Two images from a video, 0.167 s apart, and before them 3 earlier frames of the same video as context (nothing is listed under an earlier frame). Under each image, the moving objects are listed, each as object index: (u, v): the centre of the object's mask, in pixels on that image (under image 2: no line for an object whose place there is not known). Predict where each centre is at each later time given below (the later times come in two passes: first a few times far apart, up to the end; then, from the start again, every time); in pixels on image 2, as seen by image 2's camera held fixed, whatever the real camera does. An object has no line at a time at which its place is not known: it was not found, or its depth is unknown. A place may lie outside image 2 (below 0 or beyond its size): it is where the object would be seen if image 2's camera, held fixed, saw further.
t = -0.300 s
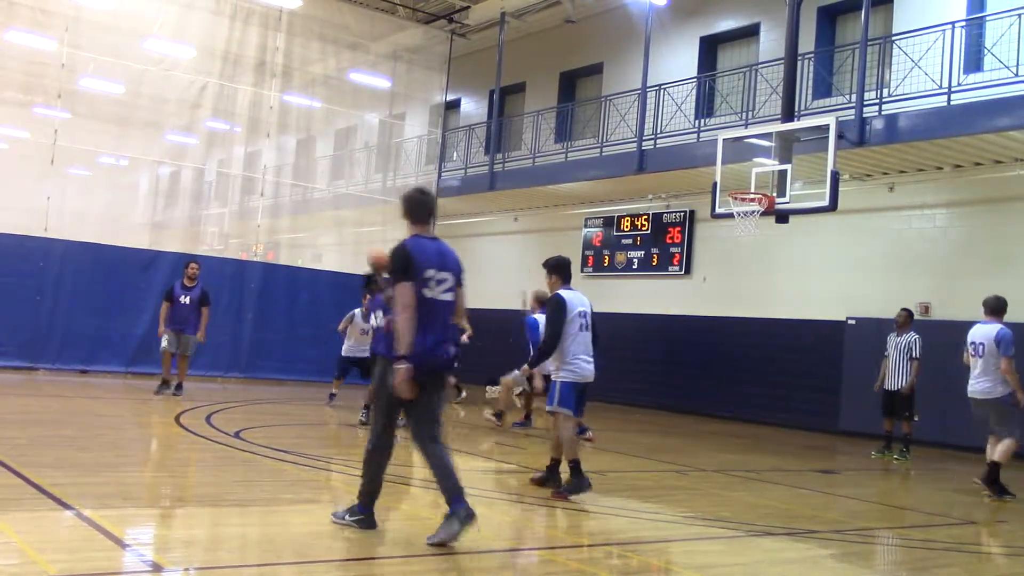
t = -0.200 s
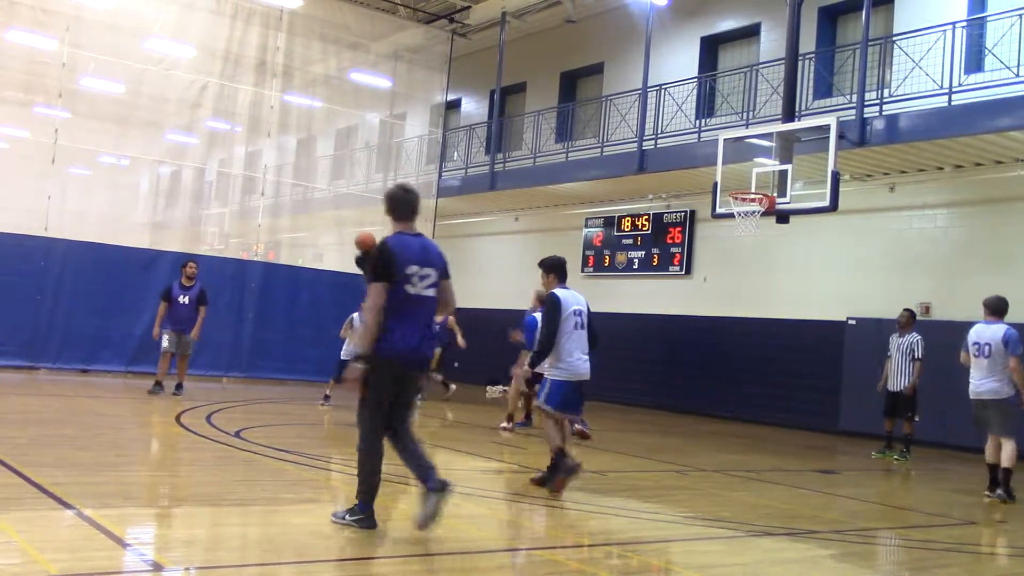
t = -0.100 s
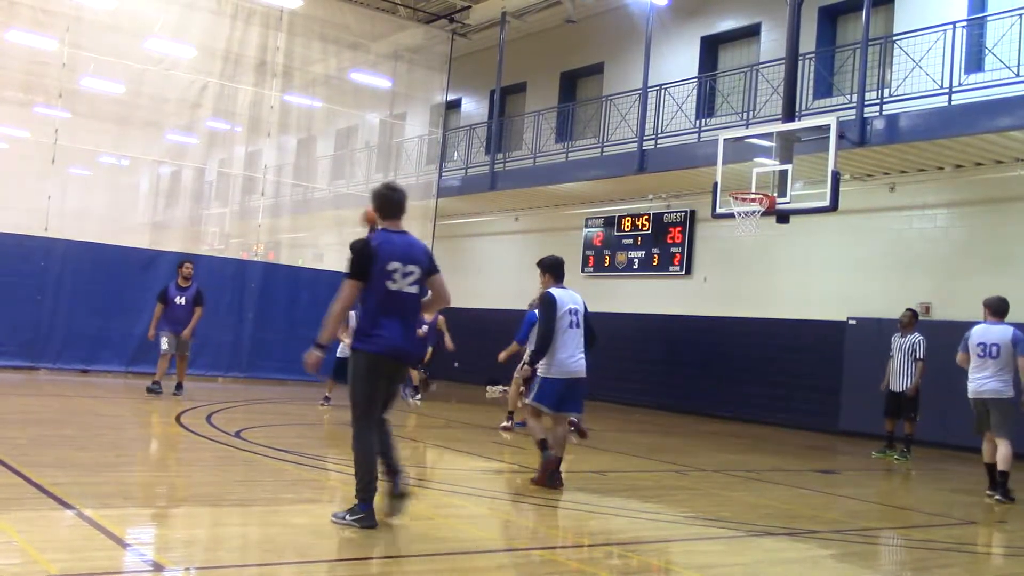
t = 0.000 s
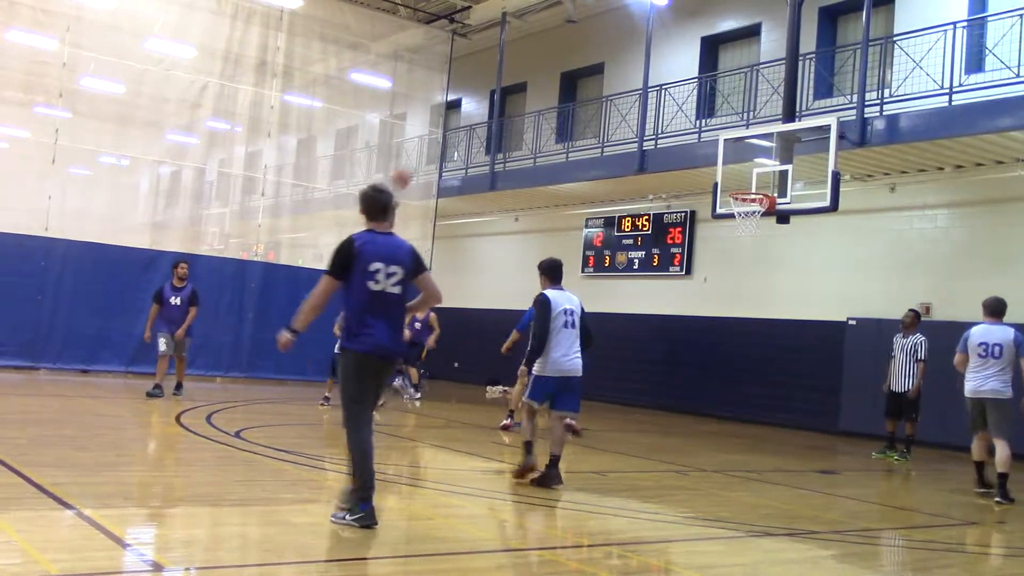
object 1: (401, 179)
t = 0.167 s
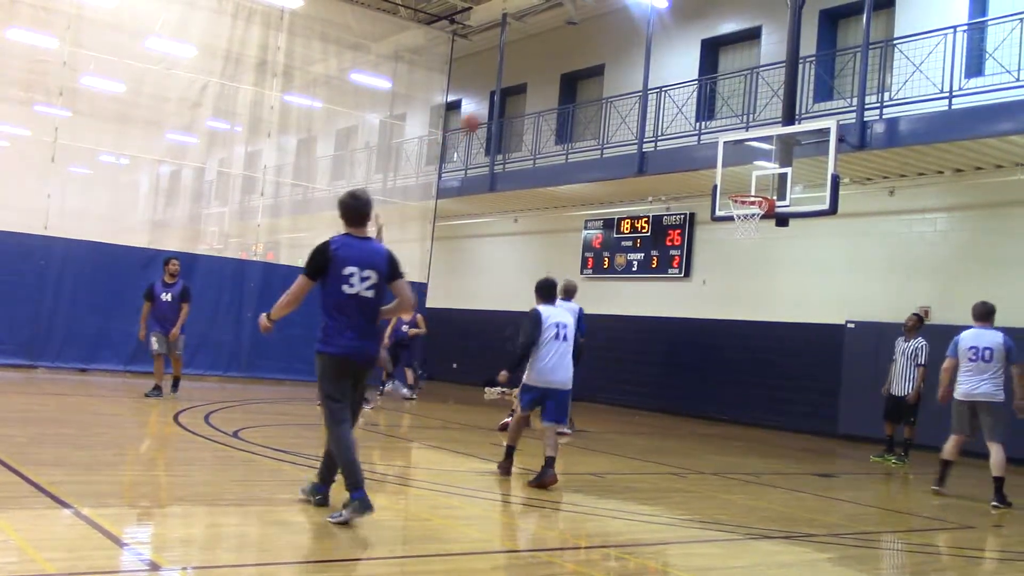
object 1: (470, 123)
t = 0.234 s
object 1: (499, 106)
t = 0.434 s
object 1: (572, 80)
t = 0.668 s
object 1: (658, 92)
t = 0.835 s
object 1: (712, 127)
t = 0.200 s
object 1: (485, 114)
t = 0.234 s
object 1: (499, 106)
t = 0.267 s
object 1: (510, 98)
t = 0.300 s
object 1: (525, 92)
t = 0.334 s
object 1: (537, 88)
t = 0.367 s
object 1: (548, 85)
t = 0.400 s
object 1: (563, 83)
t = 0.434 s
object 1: (572, 80)
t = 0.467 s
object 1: (586, 79)
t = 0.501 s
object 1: (598, 79)
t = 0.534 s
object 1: (611, 80)
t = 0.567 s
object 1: (622, 84)
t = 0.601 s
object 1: (633, 85)
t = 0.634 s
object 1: (646, 88)
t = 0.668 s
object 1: (658, 92)
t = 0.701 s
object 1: (669, 98)
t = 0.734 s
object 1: (680, 104)
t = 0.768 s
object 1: (692, 111)
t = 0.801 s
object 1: (702, 118)
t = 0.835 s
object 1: (712, 127)
